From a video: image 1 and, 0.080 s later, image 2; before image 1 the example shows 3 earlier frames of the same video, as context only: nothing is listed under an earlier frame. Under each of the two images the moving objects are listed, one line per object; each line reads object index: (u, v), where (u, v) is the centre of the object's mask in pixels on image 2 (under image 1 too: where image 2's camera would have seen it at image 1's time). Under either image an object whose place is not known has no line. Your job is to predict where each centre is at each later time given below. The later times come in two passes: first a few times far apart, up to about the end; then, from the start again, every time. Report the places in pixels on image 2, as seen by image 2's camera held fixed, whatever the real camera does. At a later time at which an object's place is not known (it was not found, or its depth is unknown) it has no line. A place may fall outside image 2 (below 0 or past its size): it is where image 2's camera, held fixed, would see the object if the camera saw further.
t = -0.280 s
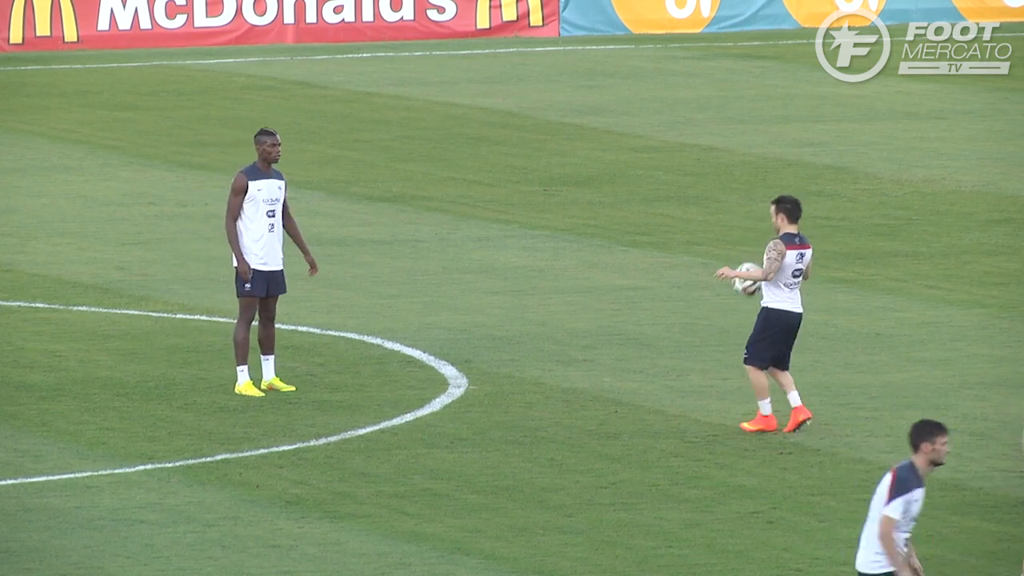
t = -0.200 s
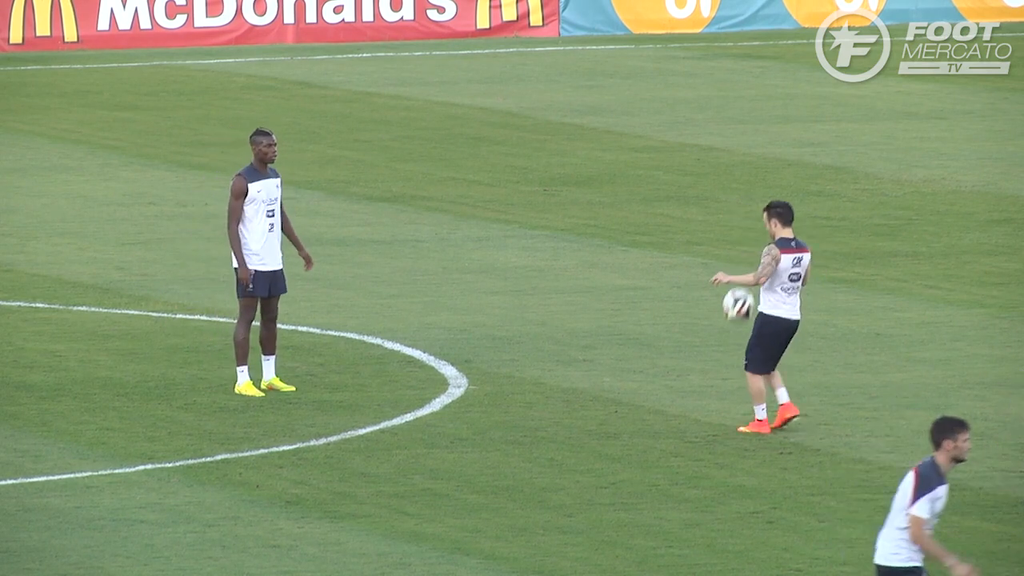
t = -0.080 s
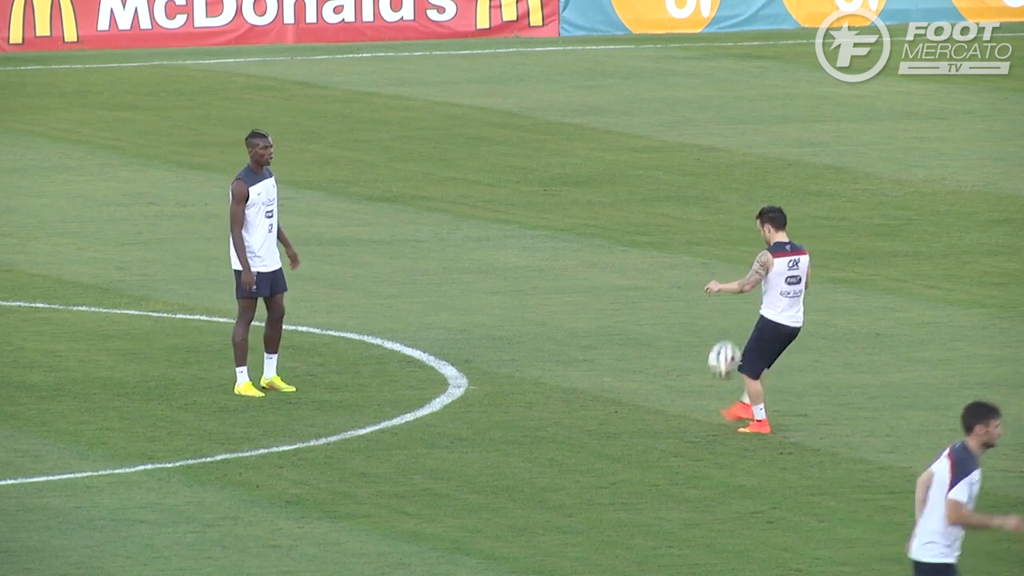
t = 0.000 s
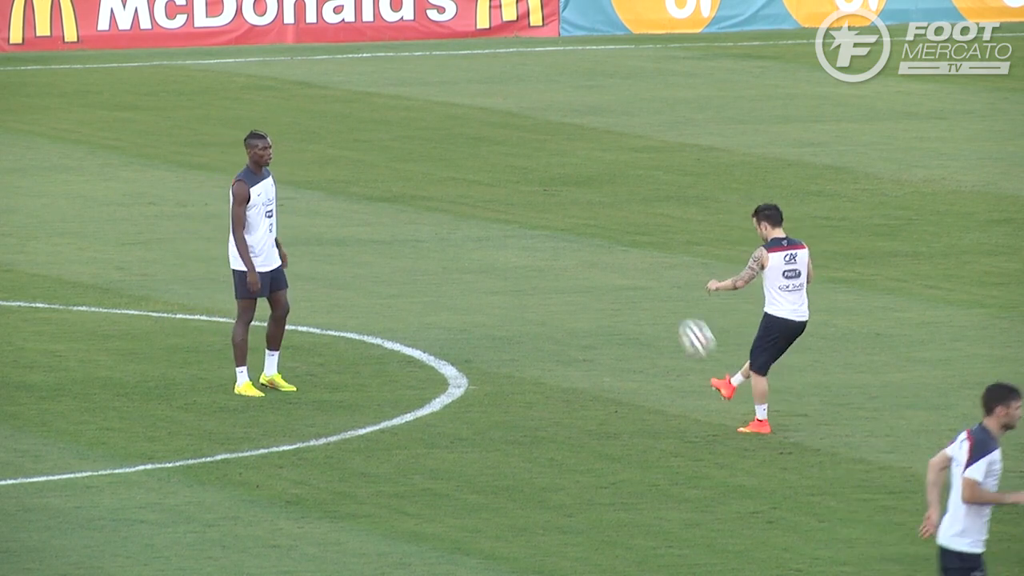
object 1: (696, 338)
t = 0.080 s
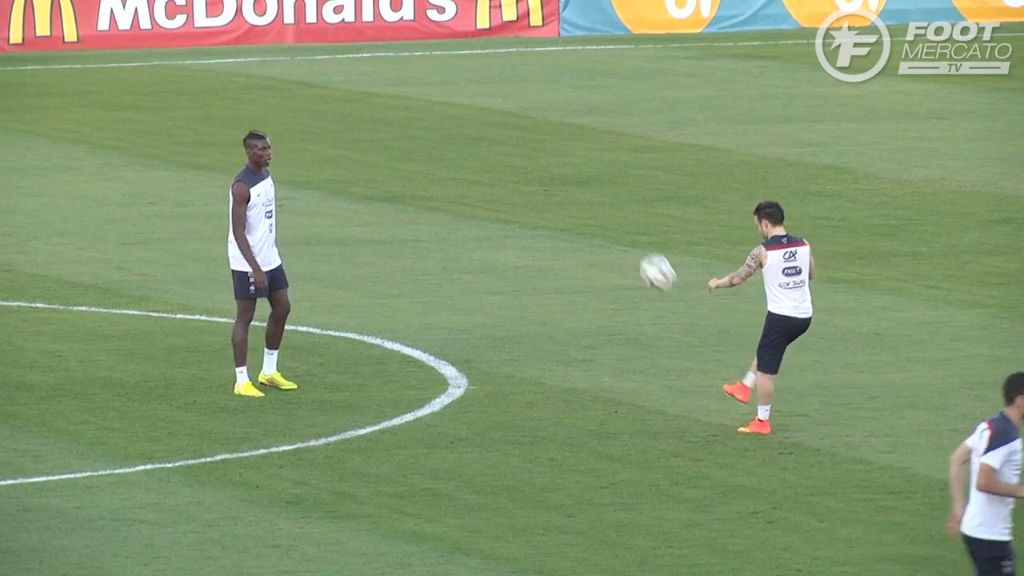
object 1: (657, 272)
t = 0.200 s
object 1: (599, 191)
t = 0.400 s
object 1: (506, 101)
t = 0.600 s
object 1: (417, 67)
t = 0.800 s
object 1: (331, 88)
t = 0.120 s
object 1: (638, 244)
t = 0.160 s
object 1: (618, 216)
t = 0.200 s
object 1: (599, 191)
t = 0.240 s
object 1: (581, 168)
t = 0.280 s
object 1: (562, 148)
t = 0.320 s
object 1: (543, 130)
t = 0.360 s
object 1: (525, 115)
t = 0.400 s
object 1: (506, 101)
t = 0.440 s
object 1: (488, 89)
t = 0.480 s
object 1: (470, 80)
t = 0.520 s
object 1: (452, 74)
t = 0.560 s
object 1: (435, 69)
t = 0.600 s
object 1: (417, 67)
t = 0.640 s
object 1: (400, 66)
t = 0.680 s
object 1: (382, 68)
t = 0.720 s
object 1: (366, 73)
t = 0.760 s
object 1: (348, 79)
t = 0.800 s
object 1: (331, 88)
